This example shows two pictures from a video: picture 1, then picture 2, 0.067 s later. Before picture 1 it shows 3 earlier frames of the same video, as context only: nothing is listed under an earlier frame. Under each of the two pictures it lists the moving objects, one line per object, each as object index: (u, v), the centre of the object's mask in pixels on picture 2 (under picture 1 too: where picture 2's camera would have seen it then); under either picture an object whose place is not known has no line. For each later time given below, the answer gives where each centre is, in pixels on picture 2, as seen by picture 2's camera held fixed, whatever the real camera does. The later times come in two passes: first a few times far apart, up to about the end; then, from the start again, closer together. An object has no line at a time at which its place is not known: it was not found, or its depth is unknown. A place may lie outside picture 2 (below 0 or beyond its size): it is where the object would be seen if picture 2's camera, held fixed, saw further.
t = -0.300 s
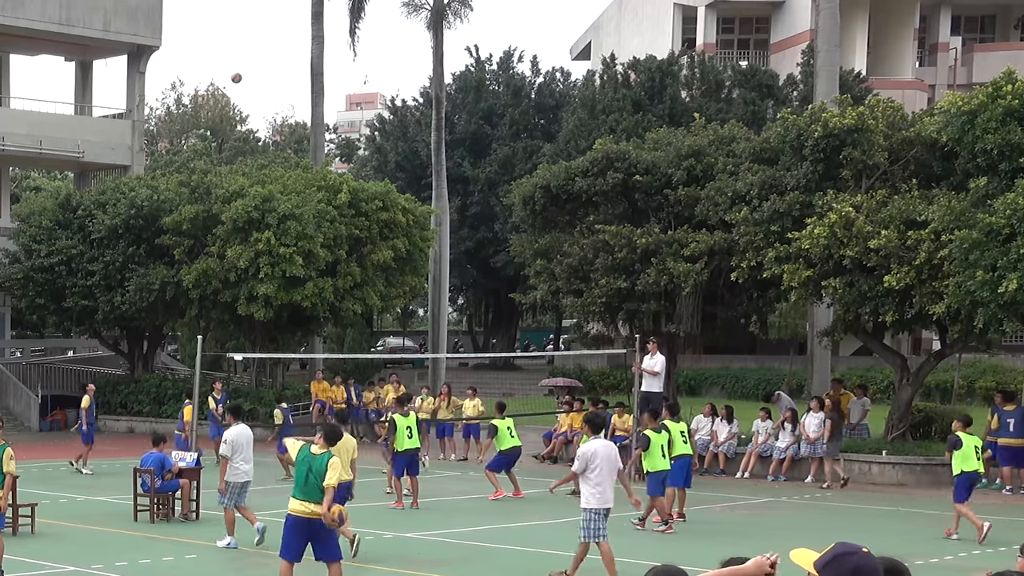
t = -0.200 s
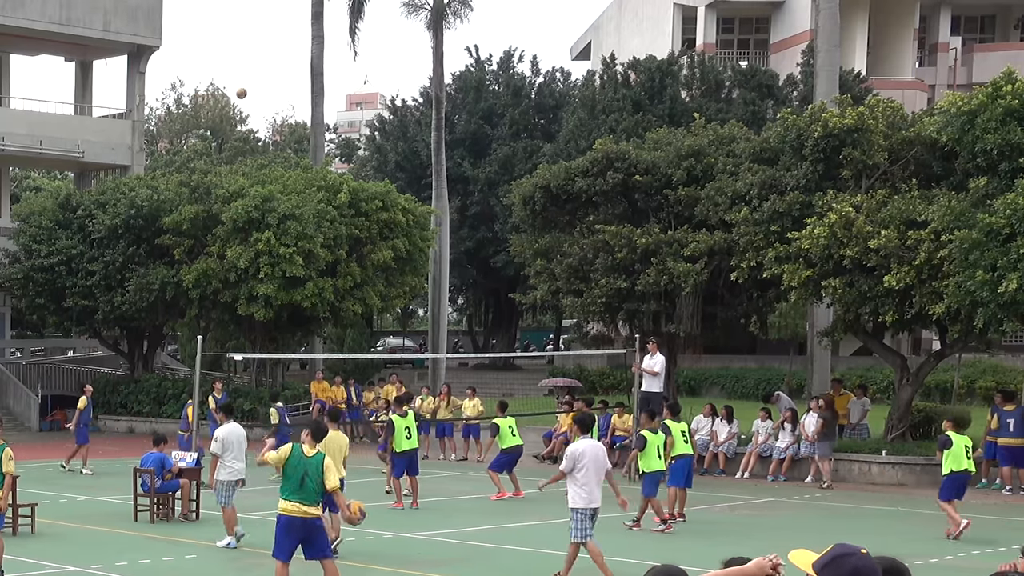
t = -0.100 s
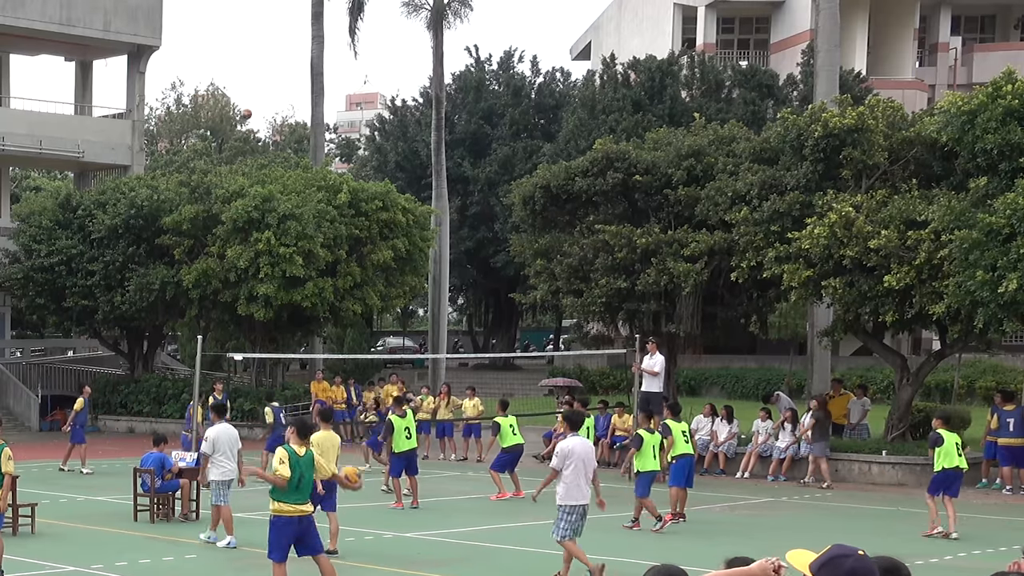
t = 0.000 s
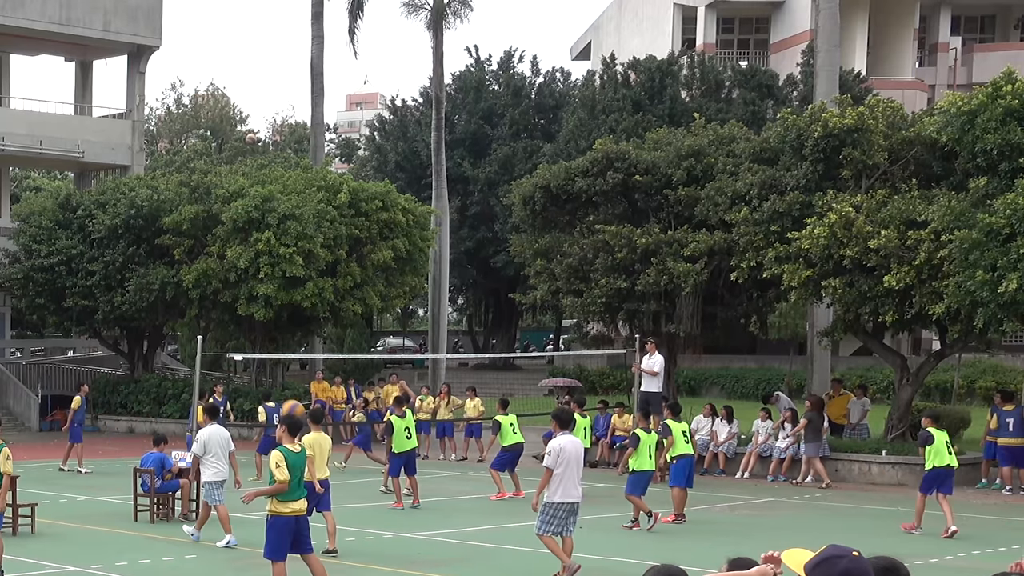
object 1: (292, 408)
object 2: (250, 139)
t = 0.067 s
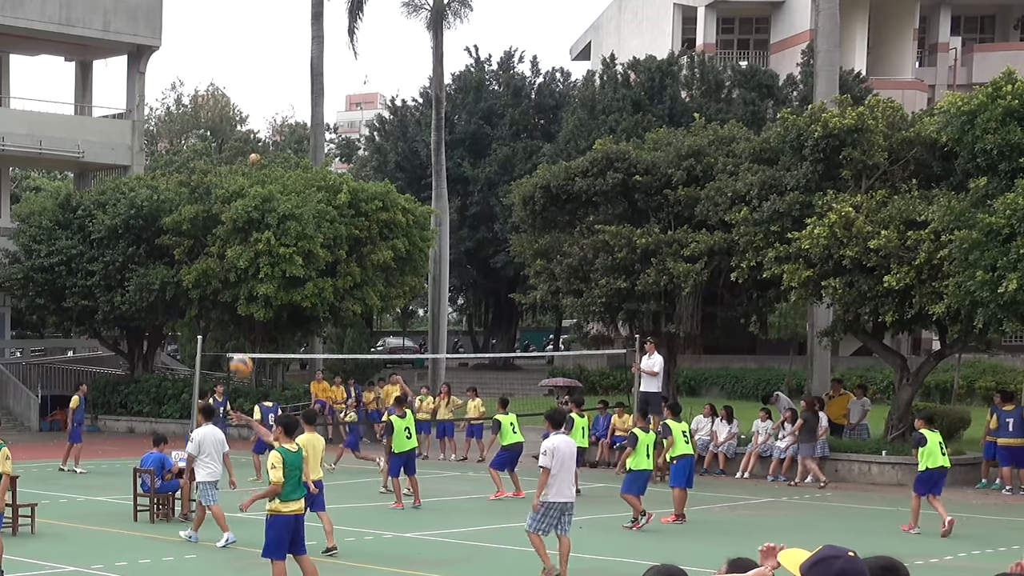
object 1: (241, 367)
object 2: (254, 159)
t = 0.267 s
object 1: (102, 265)
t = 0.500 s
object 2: (275, 336)
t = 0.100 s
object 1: (216, 345)
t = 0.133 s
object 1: (192, 326)
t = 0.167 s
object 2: (258, 192)
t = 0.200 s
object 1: (146, 294)
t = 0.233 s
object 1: (123, 279)
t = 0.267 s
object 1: (102, 265)
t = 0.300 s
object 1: (81, 253)
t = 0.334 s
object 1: (59, 241)
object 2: (267, 258)
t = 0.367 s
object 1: (39, 232)
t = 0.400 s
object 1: (18, 224)
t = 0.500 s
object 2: (275, 336)
